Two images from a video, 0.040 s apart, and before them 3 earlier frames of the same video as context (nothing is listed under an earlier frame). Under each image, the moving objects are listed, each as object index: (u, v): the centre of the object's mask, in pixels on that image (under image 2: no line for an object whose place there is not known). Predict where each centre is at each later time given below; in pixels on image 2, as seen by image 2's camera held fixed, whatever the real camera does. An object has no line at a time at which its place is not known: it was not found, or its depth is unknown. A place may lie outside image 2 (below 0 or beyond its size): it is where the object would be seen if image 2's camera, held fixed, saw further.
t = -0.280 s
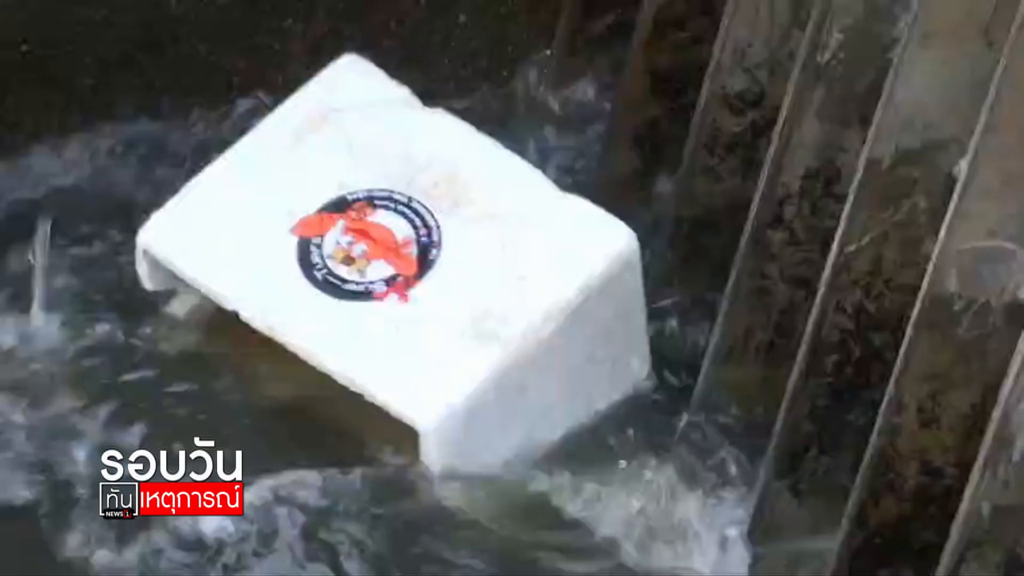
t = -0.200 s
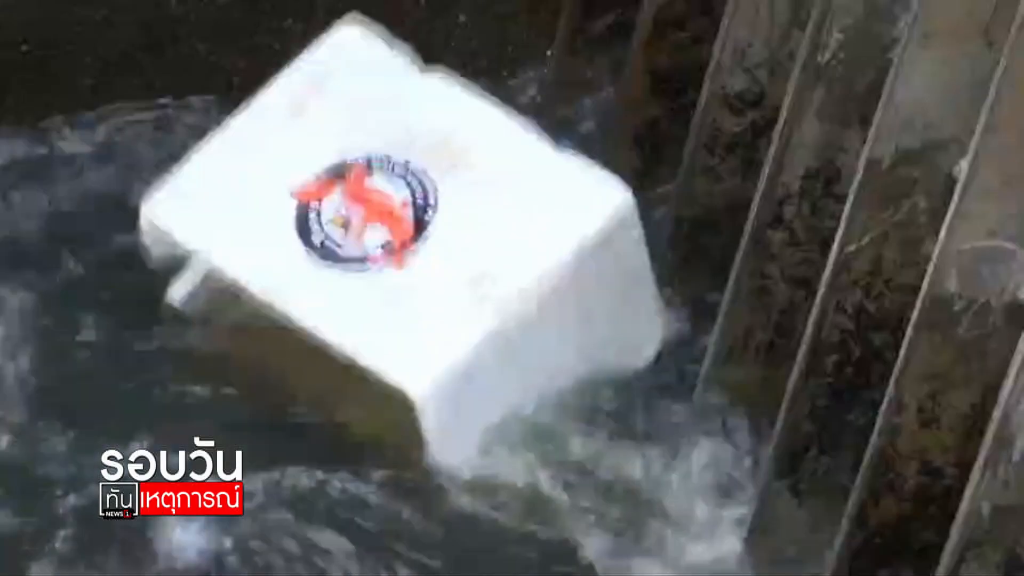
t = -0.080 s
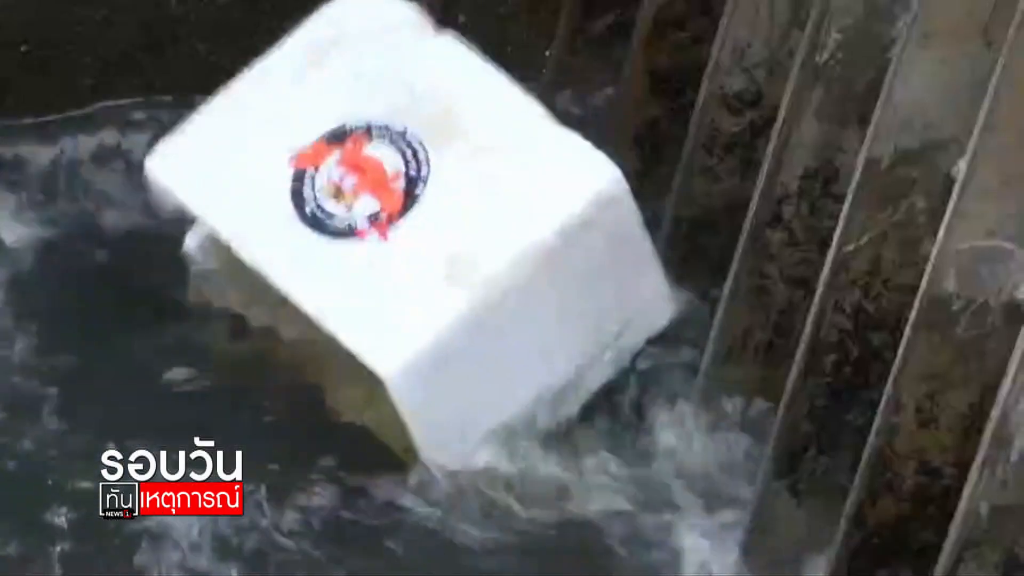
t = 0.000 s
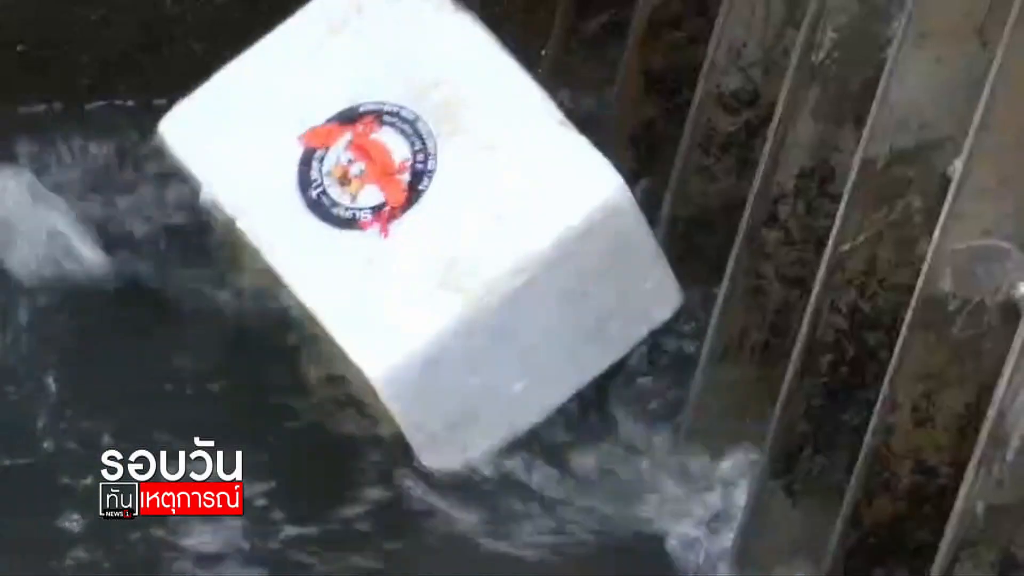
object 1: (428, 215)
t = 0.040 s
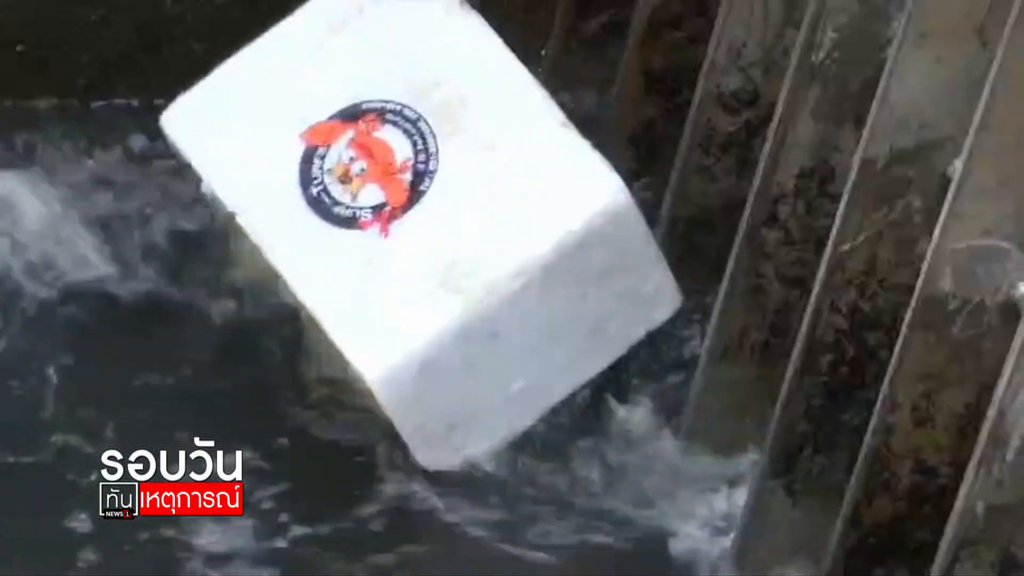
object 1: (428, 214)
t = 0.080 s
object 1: (426, 215)
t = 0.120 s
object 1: (423, 216)
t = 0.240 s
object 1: (418, 214)
